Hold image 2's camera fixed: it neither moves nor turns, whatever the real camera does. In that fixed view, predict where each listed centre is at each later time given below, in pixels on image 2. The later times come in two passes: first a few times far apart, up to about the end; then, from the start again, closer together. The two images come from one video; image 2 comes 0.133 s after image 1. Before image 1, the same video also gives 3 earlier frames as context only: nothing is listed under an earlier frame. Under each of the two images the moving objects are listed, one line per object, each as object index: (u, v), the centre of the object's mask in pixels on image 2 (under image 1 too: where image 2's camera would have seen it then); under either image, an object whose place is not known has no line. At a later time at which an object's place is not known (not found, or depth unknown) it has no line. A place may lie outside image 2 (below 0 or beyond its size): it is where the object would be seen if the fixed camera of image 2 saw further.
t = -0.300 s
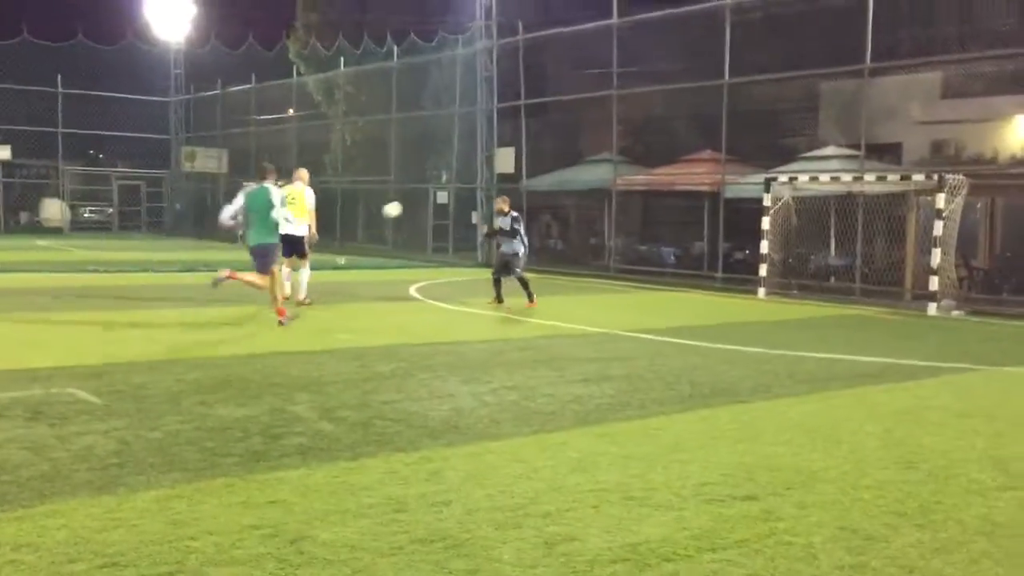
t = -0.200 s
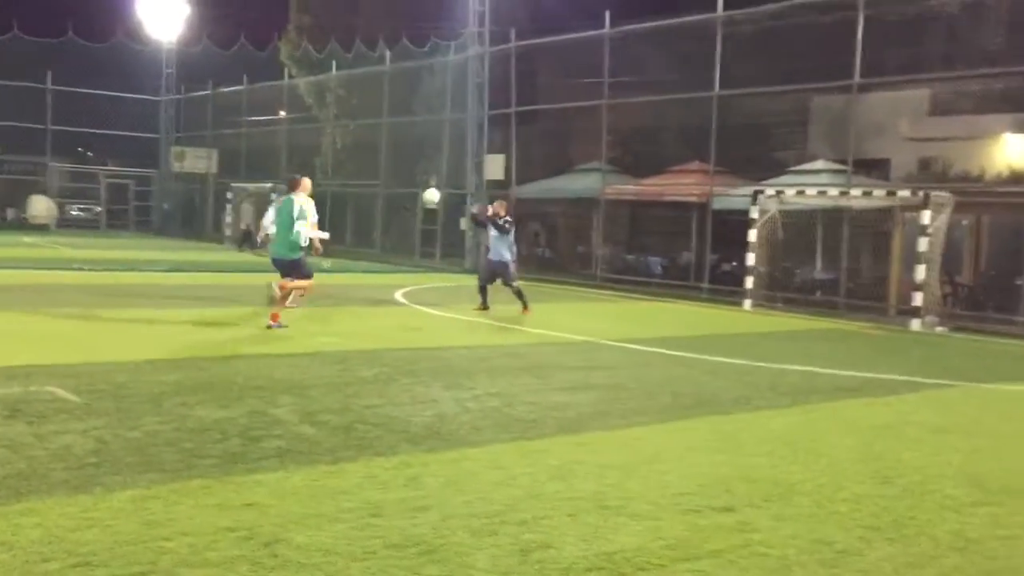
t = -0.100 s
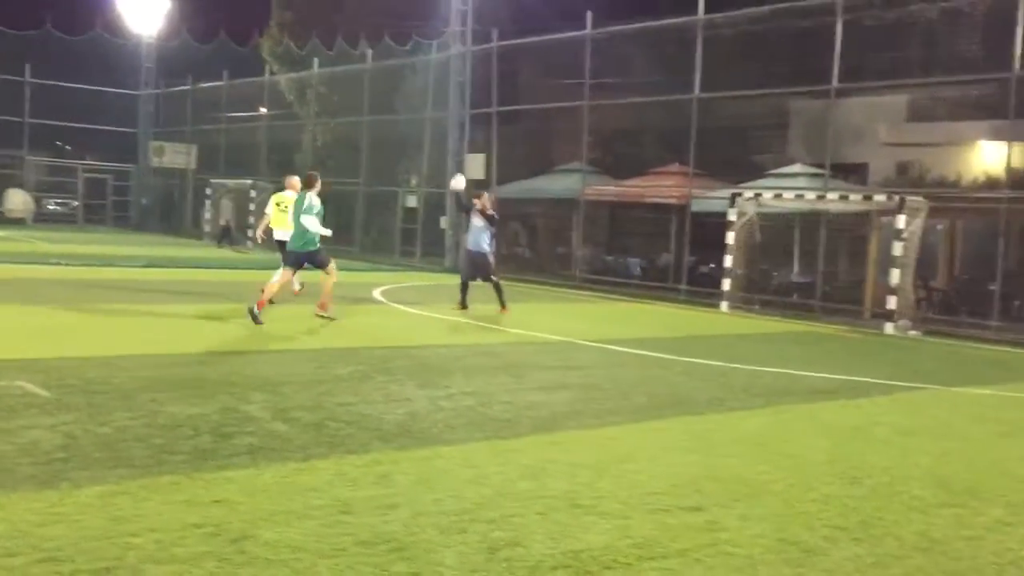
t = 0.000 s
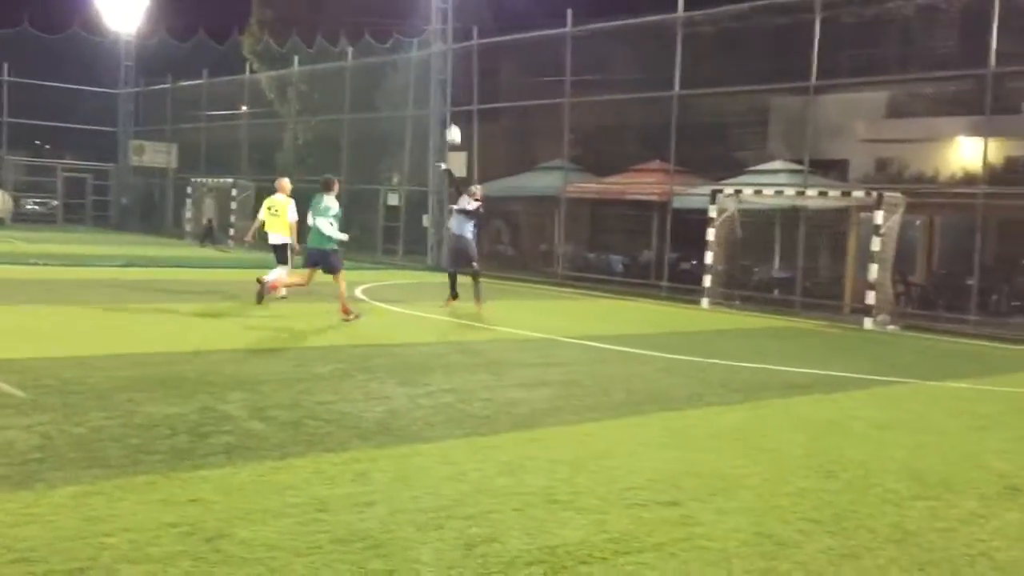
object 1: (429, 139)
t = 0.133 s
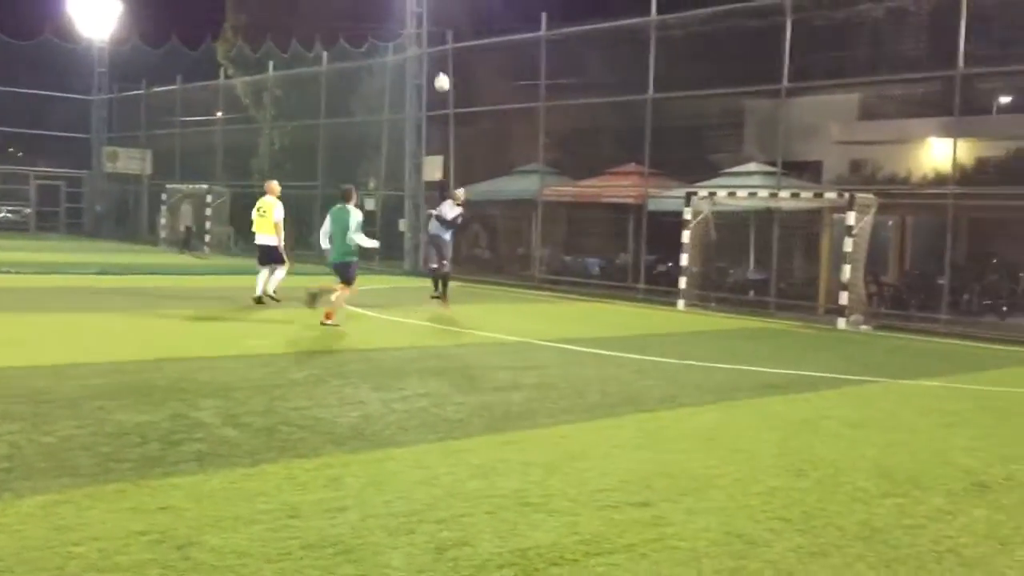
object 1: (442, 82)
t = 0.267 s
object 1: (456, 38)
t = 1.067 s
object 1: (541, 27)
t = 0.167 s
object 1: (445, 71)
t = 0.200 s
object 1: (449, 59)
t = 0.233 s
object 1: (452, 48)
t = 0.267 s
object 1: (456, 38)
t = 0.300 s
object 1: (459, 28)
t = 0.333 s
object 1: (462, 19)
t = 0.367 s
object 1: (466, 11)
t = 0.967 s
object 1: (528, 5)
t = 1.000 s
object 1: (532, 12)
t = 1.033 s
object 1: (537, 18)
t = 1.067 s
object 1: (541, 27)
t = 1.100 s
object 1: (543, 38)
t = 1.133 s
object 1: (546, 48)
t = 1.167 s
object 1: (549, 60)
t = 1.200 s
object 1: (552, 72)
